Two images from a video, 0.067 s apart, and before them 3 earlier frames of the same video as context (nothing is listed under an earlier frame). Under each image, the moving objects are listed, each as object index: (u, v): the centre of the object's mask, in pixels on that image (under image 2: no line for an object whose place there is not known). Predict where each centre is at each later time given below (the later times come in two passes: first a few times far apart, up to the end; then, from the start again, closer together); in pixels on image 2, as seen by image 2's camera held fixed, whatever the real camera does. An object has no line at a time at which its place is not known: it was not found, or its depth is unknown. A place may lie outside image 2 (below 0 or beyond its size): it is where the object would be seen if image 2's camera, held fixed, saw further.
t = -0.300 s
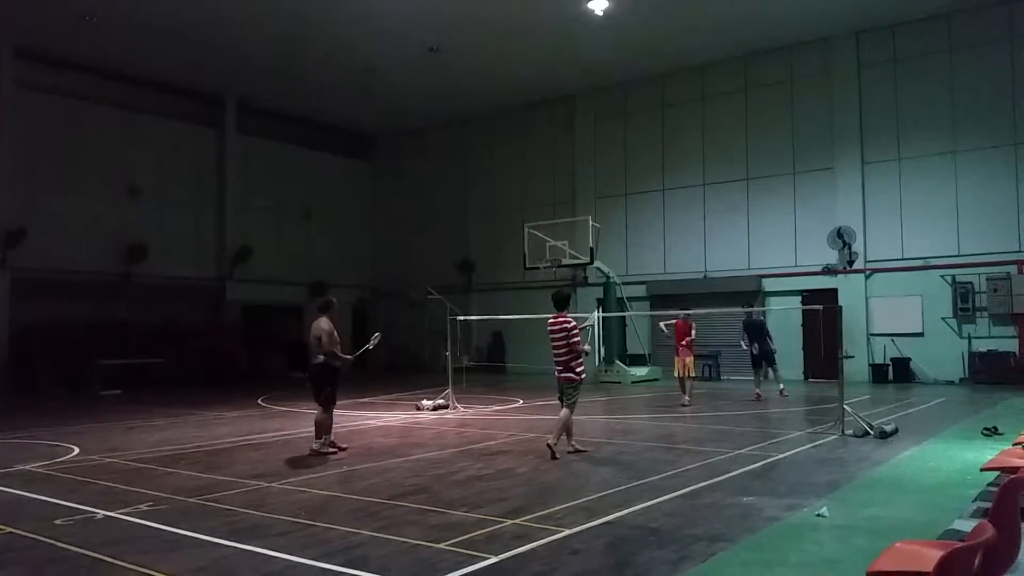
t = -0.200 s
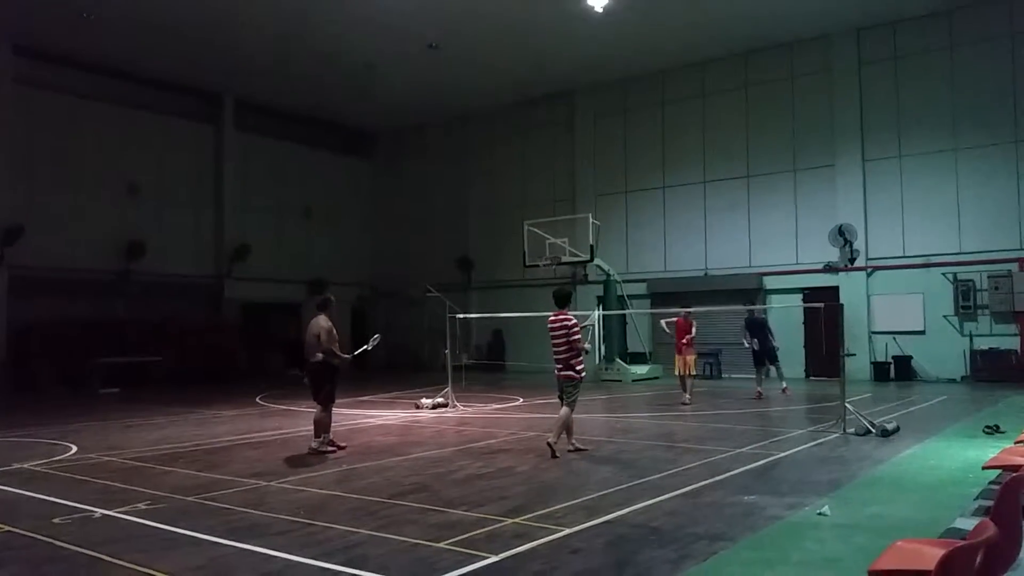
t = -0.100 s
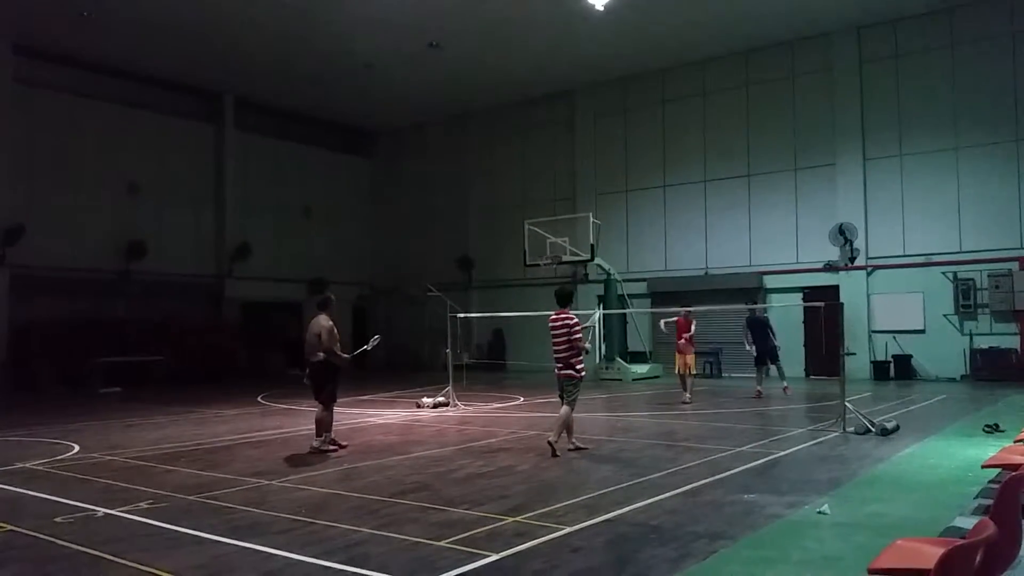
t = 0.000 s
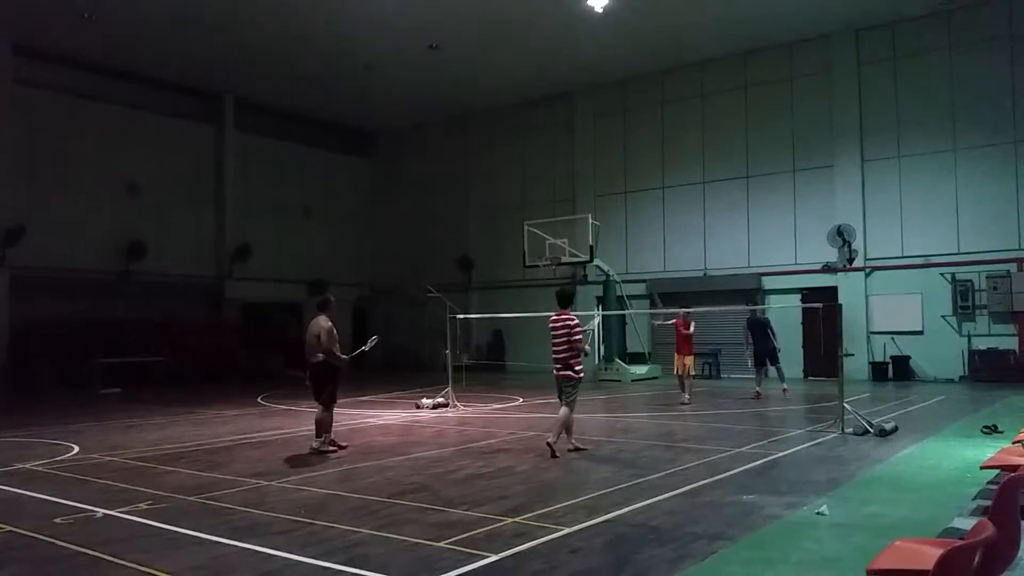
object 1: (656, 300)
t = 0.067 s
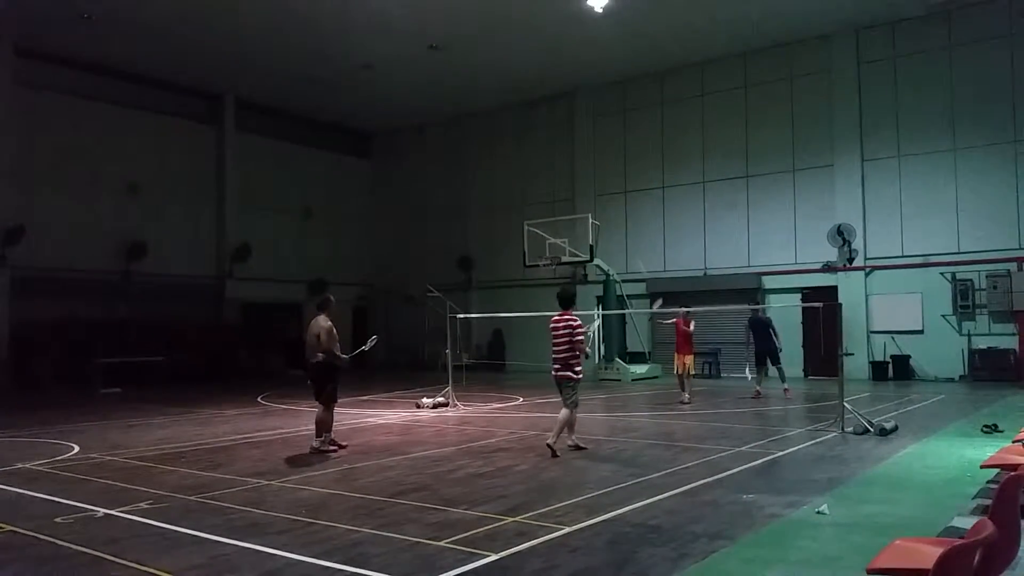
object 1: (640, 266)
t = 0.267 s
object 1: (597, 196)
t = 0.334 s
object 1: (584, 181)
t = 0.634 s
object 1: (527, 157)
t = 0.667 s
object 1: (520, 159)
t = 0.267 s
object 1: (597, 196)
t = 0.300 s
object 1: (590, 187)
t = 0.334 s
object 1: (584, 181)
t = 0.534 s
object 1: (545, 156)
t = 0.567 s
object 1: (540, 155)
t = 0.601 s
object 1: (533, 155)
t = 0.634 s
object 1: (527, 157)
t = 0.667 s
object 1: (520, 159)
